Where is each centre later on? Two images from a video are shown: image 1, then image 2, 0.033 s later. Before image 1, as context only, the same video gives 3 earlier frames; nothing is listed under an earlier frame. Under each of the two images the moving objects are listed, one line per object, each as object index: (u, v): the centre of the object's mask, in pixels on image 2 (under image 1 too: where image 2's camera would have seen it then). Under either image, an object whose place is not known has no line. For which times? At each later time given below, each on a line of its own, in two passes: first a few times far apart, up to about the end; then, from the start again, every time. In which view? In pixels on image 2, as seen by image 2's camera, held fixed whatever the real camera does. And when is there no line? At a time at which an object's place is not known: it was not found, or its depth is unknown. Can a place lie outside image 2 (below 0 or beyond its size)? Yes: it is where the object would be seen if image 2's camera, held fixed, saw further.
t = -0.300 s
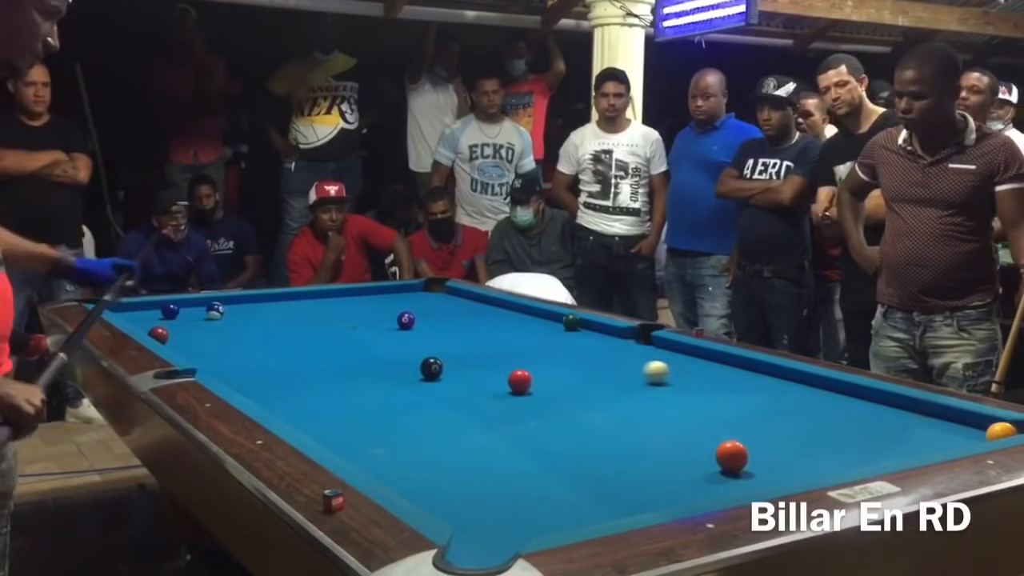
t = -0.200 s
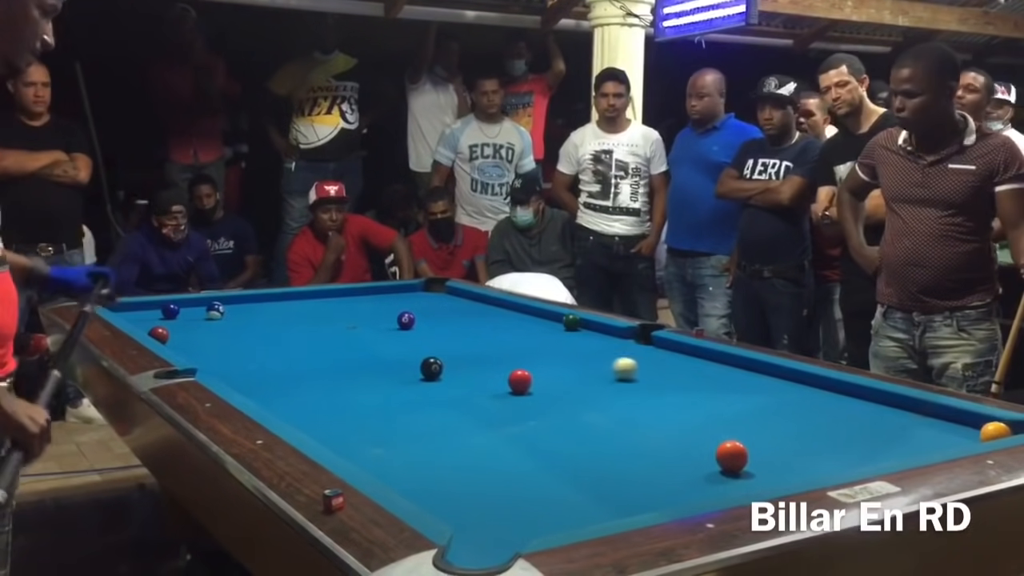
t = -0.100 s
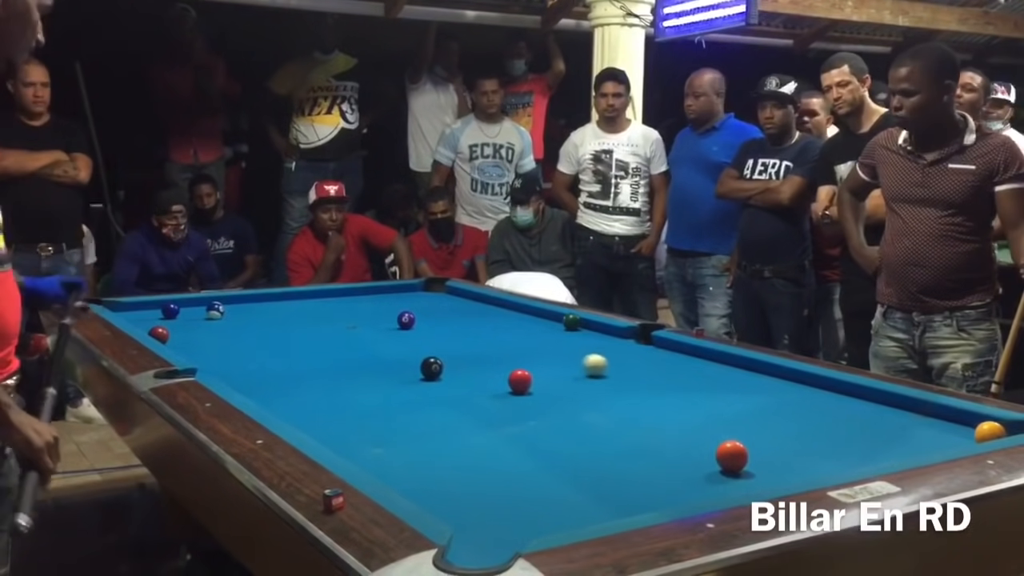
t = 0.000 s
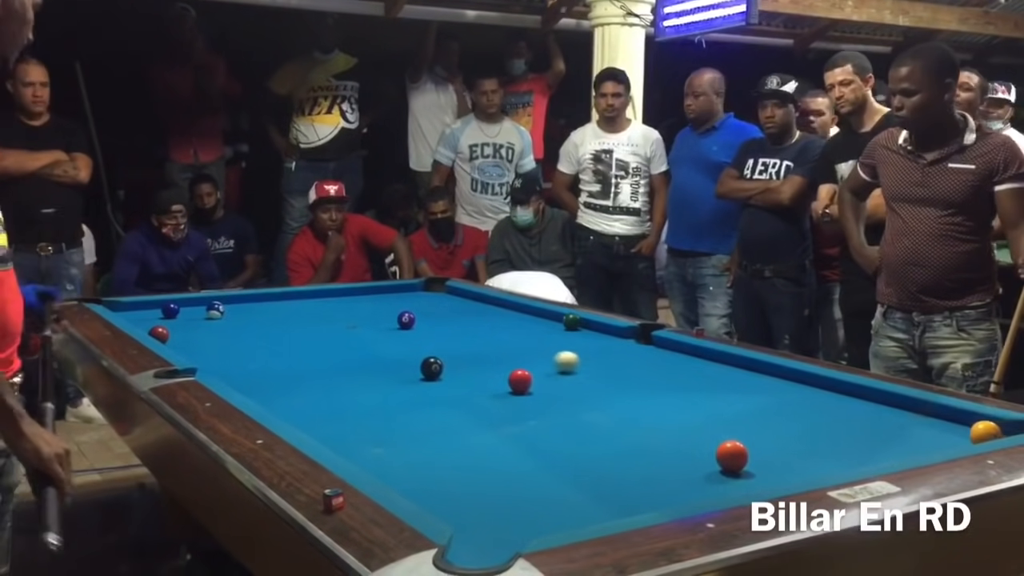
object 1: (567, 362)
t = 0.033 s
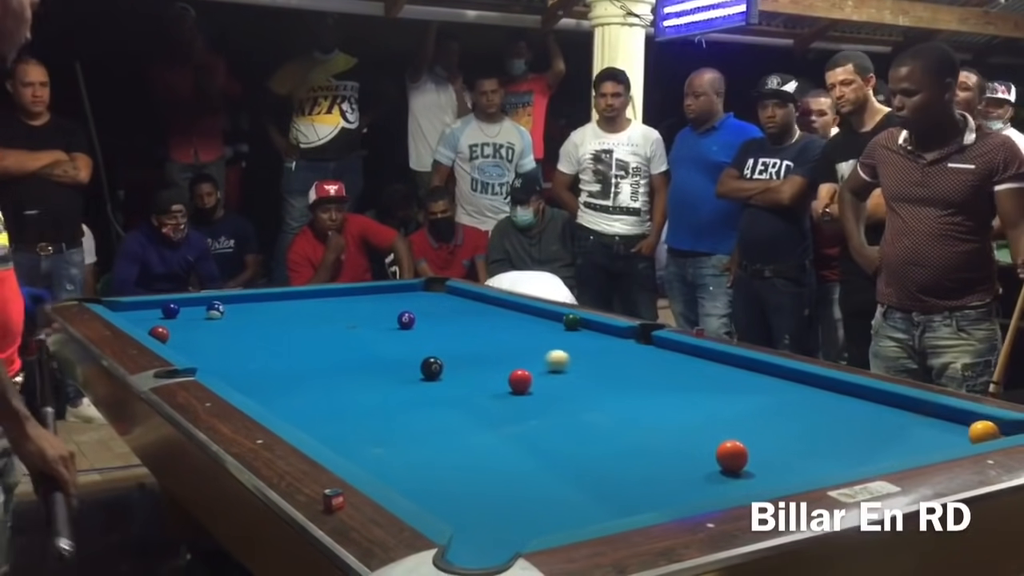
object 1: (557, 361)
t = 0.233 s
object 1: (503, 355)
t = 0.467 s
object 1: (446, 349)
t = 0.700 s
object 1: (393, 343)
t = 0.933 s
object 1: (345, 337)
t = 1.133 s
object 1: (306, 333)
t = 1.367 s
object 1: (264, 328)
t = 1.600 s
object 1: (226, 324)
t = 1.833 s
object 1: (190, 320)
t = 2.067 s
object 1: (157, 316)
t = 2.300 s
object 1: (127, 310)
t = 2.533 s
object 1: (121, 308)
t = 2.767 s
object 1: (126, 306)
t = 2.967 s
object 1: (132, 304)
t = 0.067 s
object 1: (548, 360)
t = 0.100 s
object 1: (538, 359)
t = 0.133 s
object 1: (530, 358)
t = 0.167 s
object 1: (521, 356)
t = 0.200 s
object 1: (512, 356)
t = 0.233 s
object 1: (503, 355)
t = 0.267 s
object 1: (495, 354)
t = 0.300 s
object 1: (487, 353)
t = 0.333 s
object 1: (478, 352)
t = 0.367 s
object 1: (470, 351)
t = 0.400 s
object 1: (462, 350)
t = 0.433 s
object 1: (454, 349)
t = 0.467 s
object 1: (446, 349)
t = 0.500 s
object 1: (438, 347)
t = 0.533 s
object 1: (430, 347)
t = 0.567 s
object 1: (423, 346)
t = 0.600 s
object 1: (415, 345)
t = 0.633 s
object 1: (408, 345)
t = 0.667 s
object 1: (401, 343)
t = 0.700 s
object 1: (393, 343)
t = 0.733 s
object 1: (386, 342)
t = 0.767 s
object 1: (379, 341)
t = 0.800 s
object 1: (372, 340)
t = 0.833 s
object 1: (365, 339)
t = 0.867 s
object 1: (358, 338)
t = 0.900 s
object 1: (351, 338)
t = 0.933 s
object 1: (345, 337)
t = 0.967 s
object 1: (338, 337)
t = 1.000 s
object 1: (331, 336)
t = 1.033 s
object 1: (325, 335)
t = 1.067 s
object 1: (318, 334)
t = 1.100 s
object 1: (312, 334)
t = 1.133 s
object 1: (306, 333)
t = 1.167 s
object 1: (300, 332)
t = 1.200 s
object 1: (293, 332)
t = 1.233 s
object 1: (288, 331)
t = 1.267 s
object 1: (282, 330)
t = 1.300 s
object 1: (276, 330)
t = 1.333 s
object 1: (270, 329)
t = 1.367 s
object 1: (264, 328)
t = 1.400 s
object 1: (259, 328)
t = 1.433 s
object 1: (253, 327)
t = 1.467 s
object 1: (248, 326)
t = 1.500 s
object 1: (242, 326)
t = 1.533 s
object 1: (237, 325)
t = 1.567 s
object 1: (231, 324)
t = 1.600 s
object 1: (226, 324)
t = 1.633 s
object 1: (221, 323)
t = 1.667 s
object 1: (215, 322)
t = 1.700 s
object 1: (211, 321)
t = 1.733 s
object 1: (206, 321)
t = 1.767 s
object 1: (201, 320)
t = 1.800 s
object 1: (195, 320)
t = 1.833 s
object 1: (190, 320)
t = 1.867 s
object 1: (186, 319)
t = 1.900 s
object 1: (181, 318)
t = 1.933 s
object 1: (176, 318)
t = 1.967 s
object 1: (171, 318)
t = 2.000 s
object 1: (167, 317)
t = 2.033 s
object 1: (162, 316)
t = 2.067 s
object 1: (157, 316)
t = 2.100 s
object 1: (153, 315)
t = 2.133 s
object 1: (148, 315)
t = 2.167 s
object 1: (144, 315)
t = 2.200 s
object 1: (139, 314)
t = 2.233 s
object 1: (135, 314)
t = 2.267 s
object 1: (131, 313)
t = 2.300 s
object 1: (127, 310)
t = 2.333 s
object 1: (122, 311)
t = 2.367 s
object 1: (119, 310)
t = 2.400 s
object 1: (118, 309)
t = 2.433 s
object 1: (118, 309)
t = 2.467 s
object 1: (119, 309)
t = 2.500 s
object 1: (120, 308)
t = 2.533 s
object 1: (121, 308)
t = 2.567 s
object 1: (122, 308)
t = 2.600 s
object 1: (122, 308)
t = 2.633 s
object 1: (123, 307)
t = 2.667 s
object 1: (124, 307)
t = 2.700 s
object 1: (124, 307)
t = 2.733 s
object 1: (125, 306)
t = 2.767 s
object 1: (126, 306)
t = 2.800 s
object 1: (127, 306)
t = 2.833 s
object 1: (128, 305)
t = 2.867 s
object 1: (128, 305)
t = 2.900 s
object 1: (129, 305)
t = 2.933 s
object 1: (131, 304)
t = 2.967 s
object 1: (132, 304)
